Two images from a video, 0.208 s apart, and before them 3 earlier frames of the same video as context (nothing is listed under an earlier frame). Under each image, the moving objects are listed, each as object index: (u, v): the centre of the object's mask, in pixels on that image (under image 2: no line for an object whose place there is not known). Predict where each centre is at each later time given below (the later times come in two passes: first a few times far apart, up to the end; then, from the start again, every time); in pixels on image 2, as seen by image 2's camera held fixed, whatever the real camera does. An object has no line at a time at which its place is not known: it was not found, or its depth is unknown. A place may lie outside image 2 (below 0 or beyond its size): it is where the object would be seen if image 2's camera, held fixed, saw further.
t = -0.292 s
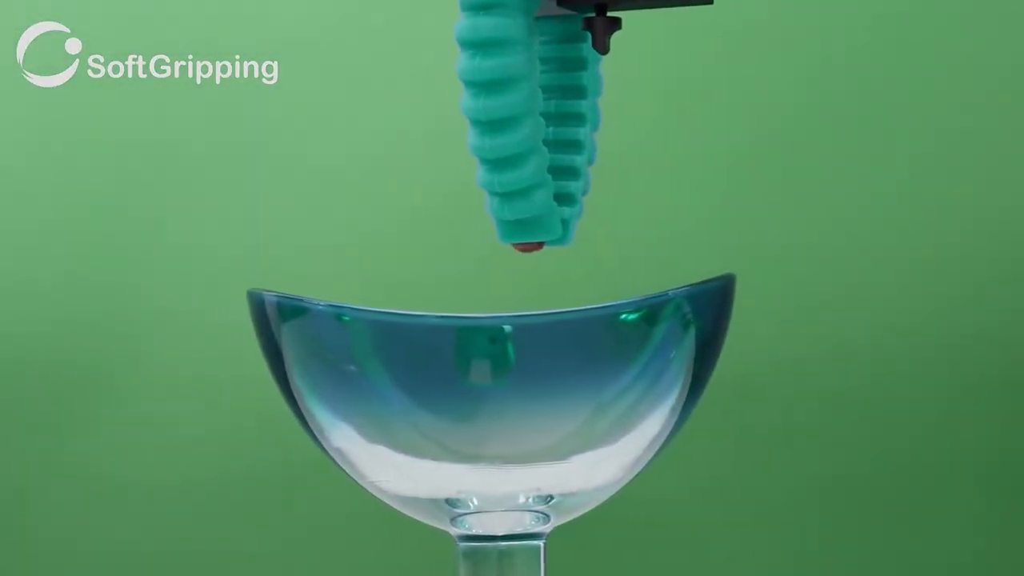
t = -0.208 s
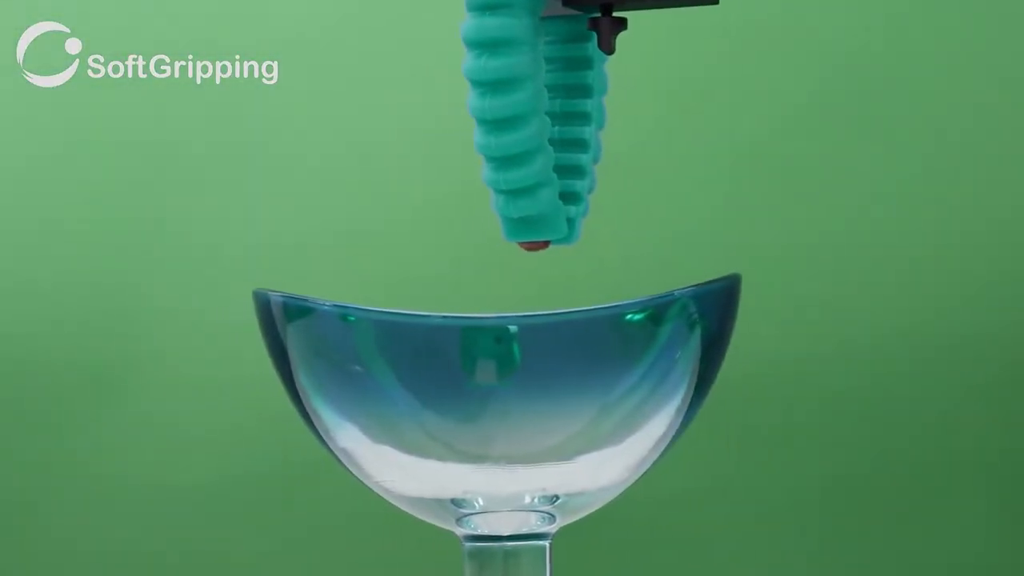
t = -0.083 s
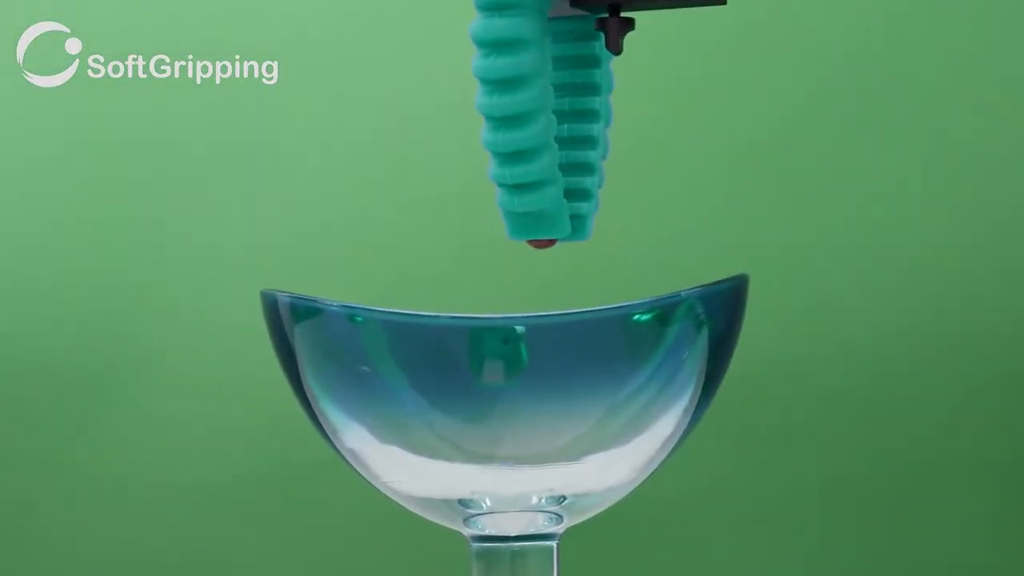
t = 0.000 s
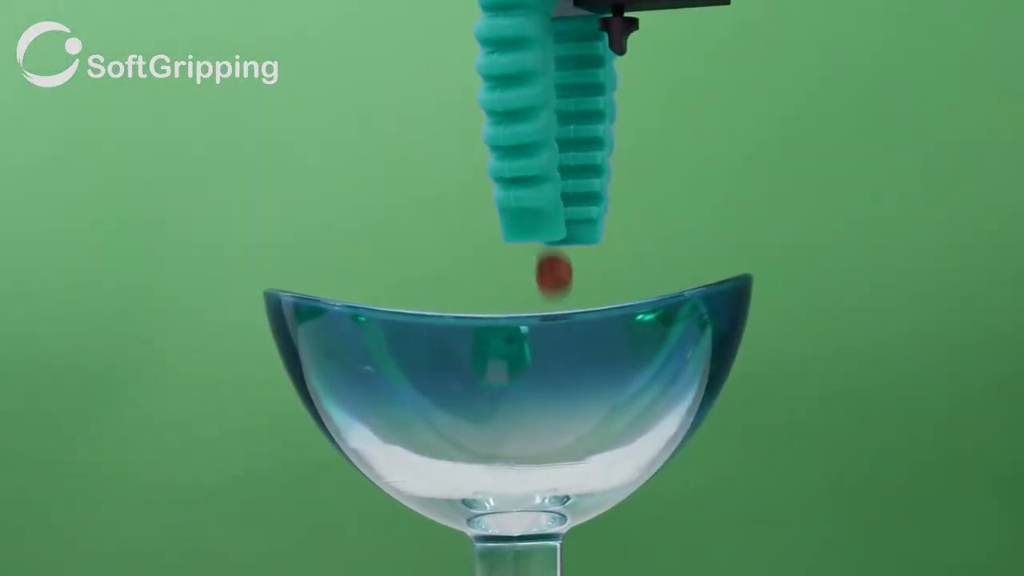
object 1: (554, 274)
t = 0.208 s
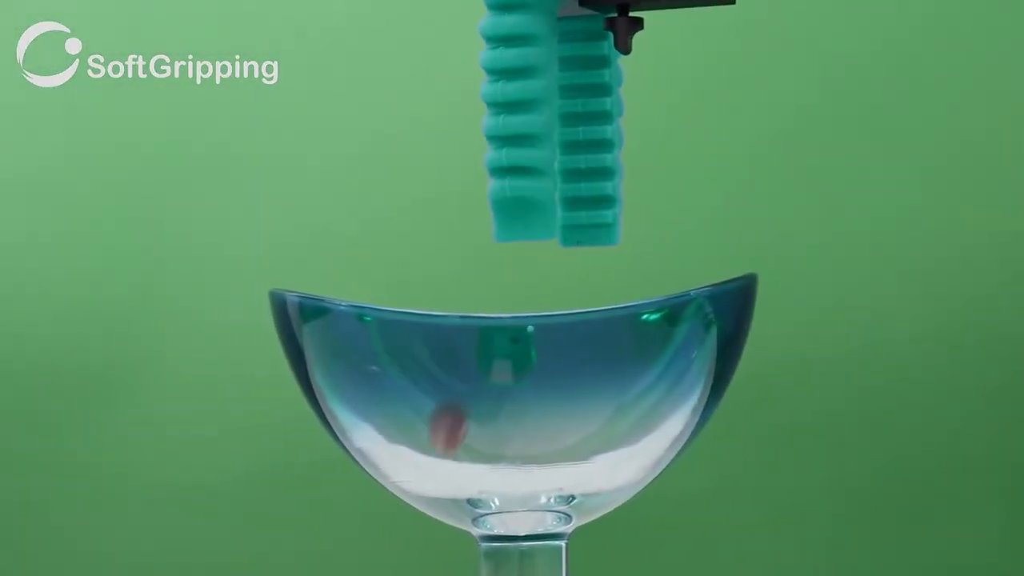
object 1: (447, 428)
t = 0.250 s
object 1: (437, 452)
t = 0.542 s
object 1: (555, 457)
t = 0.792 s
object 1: (504, 476)
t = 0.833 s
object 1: (519, 474)
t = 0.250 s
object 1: (437, 452)
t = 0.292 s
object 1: (450, 462)
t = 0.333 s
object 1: (473, 469)
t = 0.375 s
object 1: (503, 474)
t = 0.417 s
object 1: (536, 470)
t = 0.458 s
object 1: (555, 460)
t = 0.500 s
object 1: (561, 456)
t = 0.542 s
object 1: (555, 457)
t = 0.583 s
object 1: (524, 467)
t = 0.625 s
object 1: (505, 471)
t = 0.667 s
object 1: (495, 472)
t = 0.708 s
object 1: (497, 473)
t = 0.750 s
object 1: (499, 475)
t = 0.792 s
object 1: (504, 476)
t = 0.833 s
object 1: (519, 474)
